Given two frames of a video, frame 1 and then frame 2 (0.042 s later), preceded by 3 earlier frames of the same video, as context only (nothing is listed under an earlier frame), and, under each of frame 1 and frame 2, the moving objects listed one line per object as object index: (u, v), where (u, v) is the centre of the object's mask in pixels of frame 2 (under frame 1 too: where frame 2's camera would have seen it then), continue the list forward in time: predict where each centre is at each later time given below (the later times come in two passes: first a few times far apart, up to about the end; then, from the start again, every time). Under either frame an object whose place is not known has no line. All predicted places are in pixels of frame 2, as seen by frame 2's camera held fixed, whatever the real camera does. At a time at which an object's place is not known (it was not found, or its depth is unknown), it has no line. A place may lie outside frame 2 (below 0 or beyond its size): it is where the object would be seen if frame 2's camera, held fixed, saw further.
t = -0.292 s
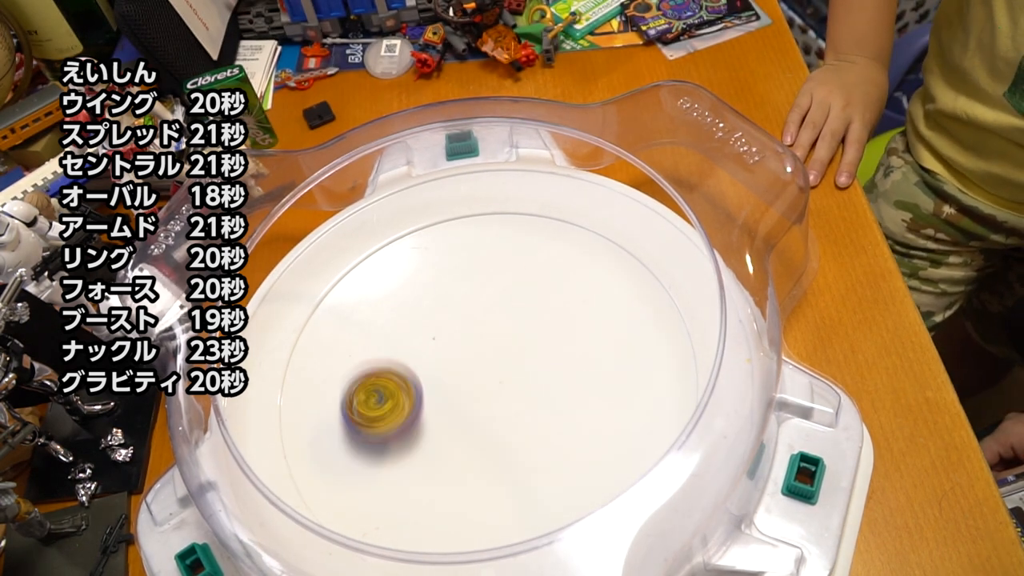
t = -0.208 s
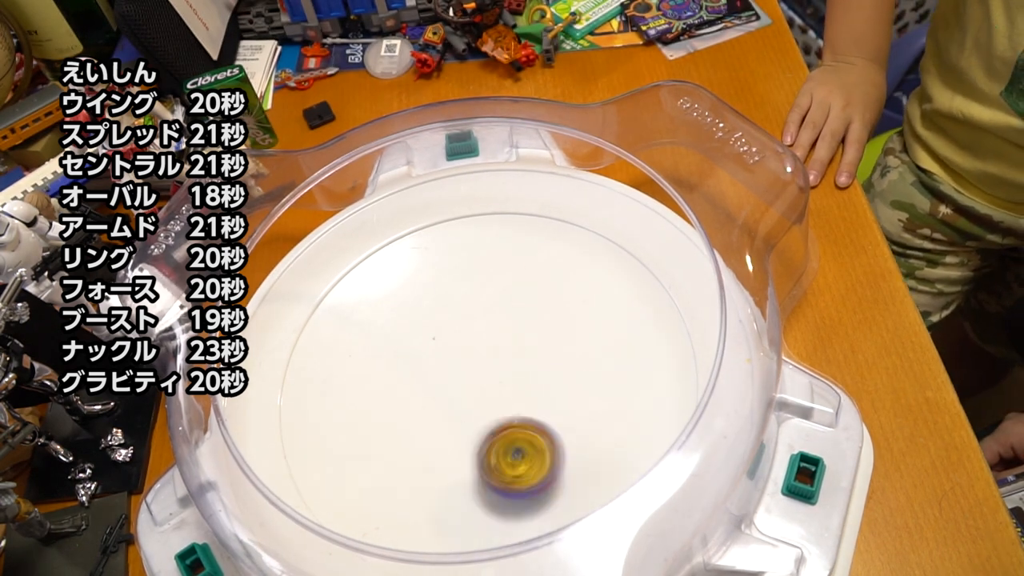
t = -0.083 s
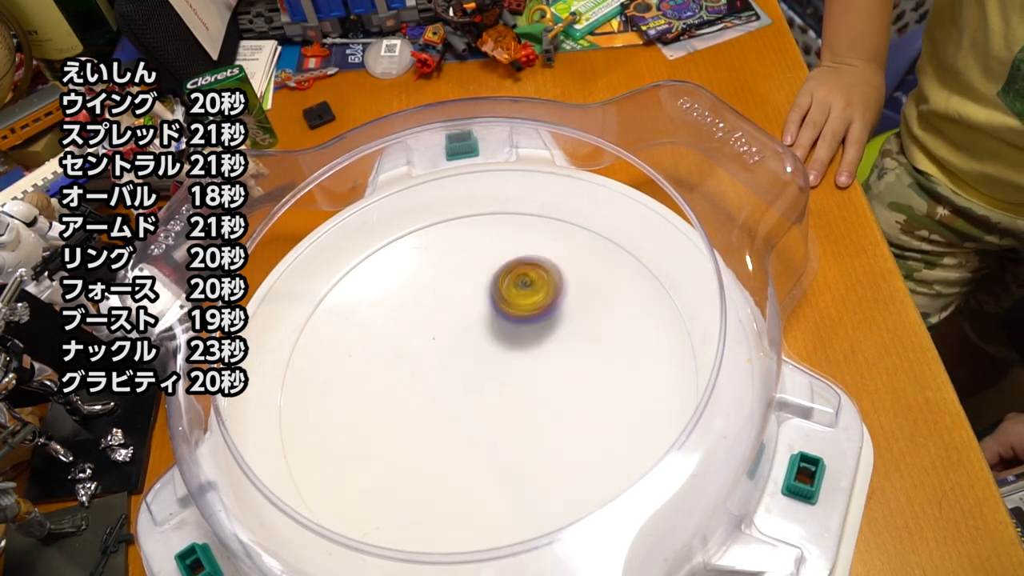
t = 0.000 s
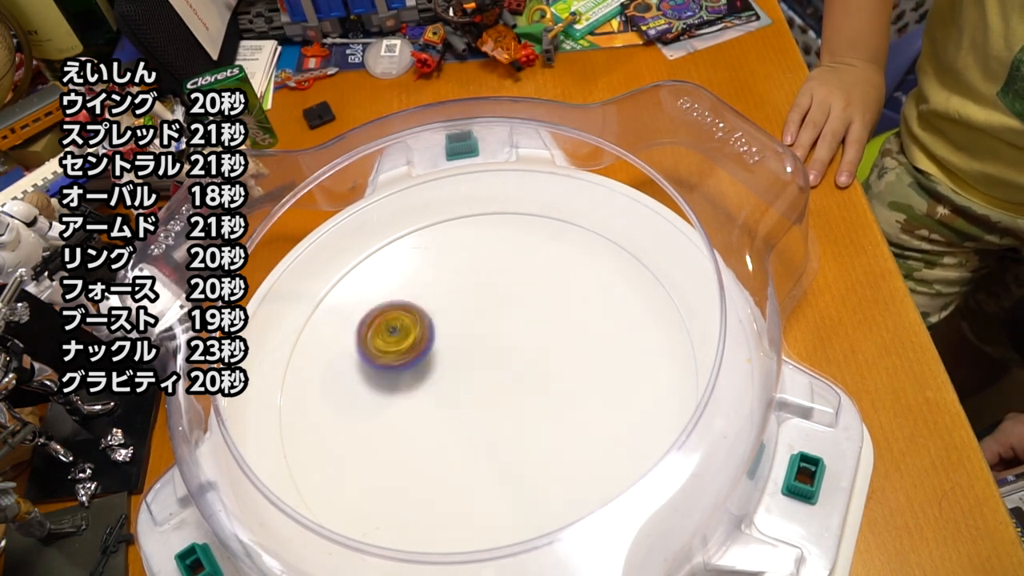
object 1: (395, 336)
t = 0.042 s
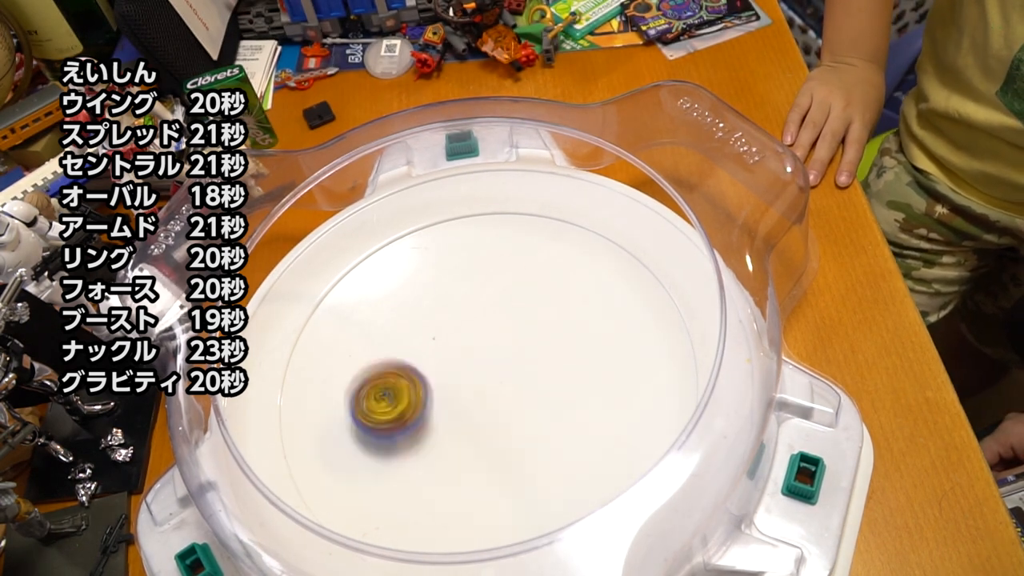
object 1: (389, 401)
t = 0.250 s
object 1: (503, 301)
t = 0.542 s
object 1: (531, 327)
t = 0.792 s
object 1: (527, 394)
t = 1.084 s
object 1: (501, 415)
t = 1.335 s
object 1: (436, 395)
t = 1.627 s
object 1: (437, 361)
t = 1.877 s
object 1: (489, 335)
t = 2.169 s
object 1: (511, 357)
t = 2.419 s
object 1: (452, 402)
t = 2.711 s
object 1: (462, 345)
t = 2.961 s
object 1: (461, 393)
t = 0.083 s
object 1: (442, 446)
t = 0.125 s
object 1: (514, 439)
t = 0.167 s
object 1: (557, 389)
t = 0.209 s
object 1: (550, 332)
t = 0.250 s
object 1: (503, 301)
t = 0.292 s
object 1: (446, 312)
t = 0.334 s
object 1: (409, 355)
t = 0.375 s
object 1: (416, 408)
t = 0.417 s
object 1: (466, 434)
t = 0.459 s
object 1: (520, 417)
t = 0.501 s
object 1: (547, 371)
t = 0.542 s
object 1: (531, 327)
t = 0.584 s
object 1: (479, 312)
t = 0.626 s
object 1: (431, 337)
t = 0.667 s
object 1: (416, 377)
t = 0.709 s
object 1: (435, 418)
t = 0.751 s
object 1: (490, 426)
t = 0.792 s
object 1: (527, 394)
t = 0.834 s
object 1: (536, 352)
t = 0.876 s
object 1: (502, 324)
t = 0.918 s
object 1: (462, 321)
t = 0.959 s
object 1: (426, 351)
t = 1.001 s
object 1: (422, 388)
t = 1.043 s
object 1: (457, 416)
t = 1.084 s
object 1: (501, 415)
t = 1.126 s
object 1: (526, 384)
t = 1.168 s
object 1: (524, 347)
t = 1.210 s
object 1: (497, 327)
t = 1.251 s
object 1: (461, 332)
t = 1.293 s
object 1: (435, 360)
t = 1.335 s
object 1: (436, 395)
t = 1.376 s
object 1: (463, 415)
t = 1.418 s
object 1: (500, 408)
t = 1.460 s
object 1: (522, 381)
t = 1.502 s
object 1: (517, 350)
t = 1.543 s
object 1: (492, 333)
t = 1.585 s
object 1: (459, 338)
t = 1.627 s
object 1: (437, 361)
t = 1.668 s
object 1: (438, 391)
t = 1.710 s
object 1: (463, 410)
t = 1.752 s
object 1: (499, 404)
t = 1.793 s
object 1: (521, 378)
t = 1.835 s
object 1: (515, 349)
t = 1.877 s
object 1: (489, 335)
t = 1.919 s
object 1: (463, 343)
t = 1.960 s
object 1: (445, 361)
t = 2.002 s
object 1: (442, 389)
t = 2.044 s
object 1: (467, 406)
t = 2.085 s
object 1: (493, 399)
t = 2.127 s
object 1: (512, 384)
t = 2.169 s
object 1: (511, 357)
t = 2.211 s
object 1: (492, 345)
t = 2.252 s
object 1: (470, 341)
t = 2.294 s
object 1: (450, 354)
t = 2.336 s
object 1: (438, 366)
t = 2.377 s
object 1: (442, 389)
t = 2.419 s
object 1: (452, 402)
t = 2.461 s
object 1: (478, 403)
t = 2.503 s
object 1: (496, 400)
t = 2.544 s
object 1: (508, 381)
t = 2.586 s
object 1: (511, 360)
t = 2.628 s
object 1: (497, 351)
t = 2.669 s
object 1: (477, 344)
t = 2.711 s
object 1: (462, 345)
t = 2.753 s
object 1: (451, 359)
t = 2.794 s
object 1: (447, 378)
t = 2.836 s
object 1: (447, 389)
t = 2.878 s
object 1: (450, 395)
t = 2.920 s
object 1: (455, 396)
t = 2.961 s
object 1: (461, 393)
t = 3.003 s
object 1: (460, 385)
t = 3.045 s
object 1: (459, 377)
